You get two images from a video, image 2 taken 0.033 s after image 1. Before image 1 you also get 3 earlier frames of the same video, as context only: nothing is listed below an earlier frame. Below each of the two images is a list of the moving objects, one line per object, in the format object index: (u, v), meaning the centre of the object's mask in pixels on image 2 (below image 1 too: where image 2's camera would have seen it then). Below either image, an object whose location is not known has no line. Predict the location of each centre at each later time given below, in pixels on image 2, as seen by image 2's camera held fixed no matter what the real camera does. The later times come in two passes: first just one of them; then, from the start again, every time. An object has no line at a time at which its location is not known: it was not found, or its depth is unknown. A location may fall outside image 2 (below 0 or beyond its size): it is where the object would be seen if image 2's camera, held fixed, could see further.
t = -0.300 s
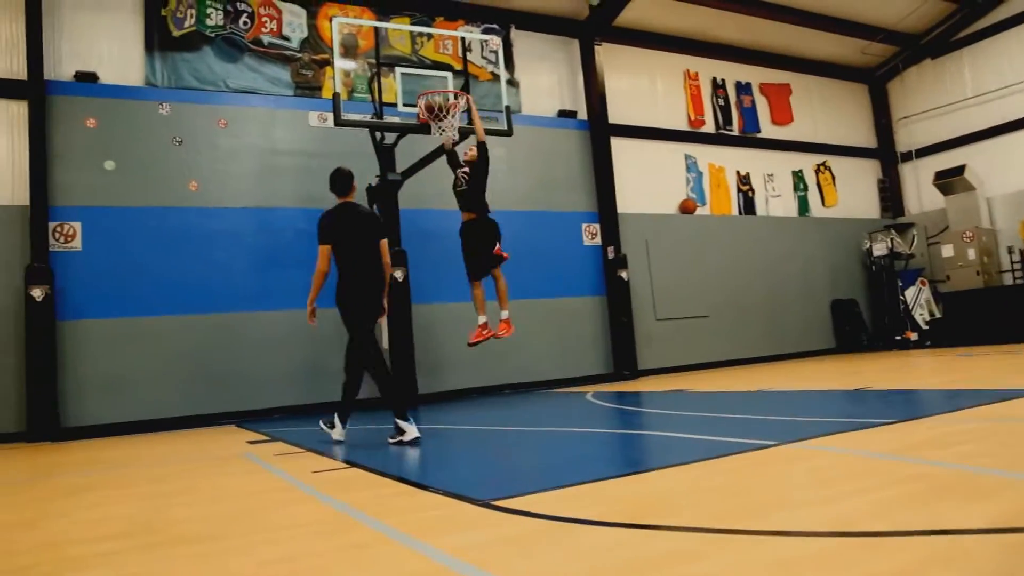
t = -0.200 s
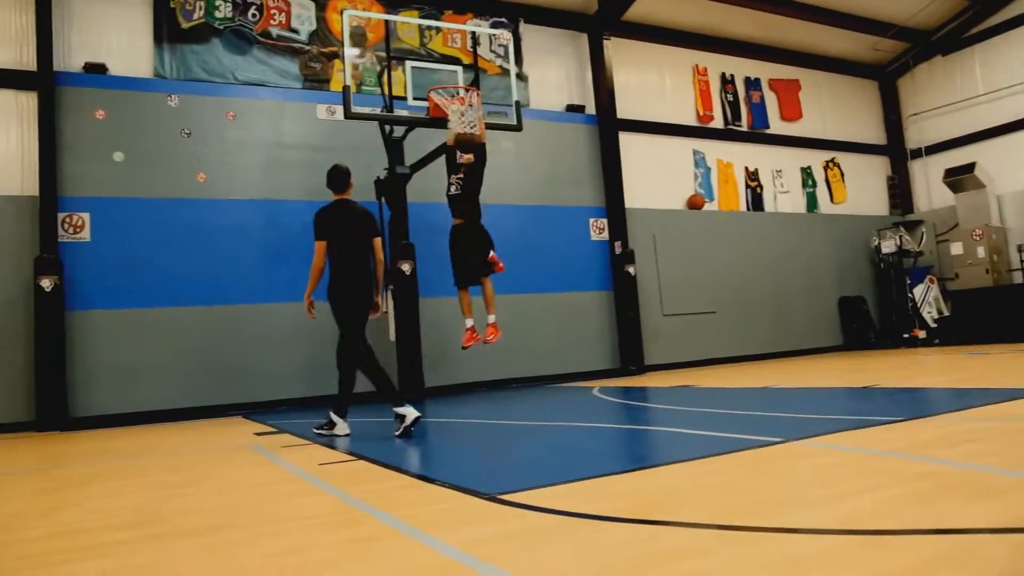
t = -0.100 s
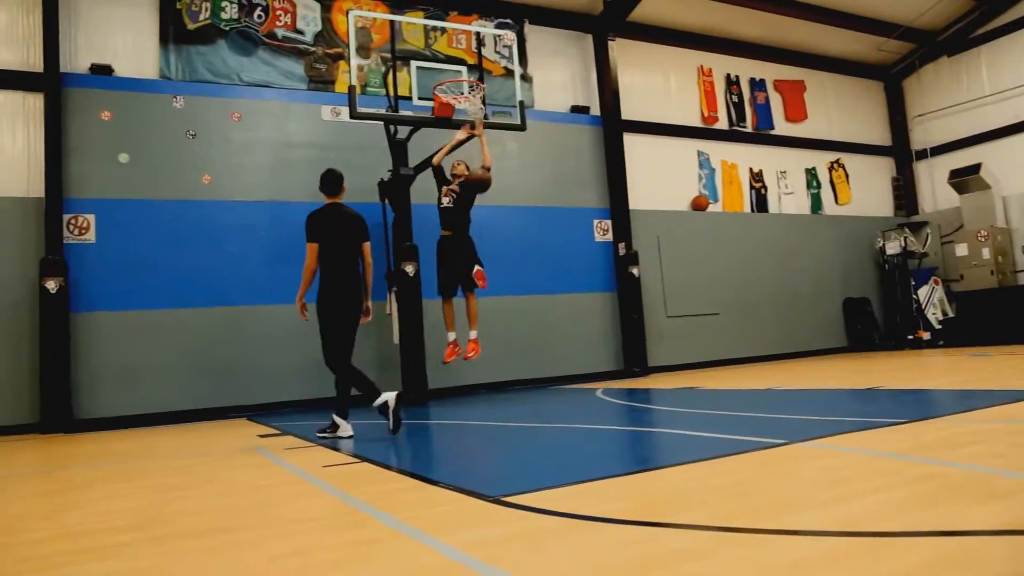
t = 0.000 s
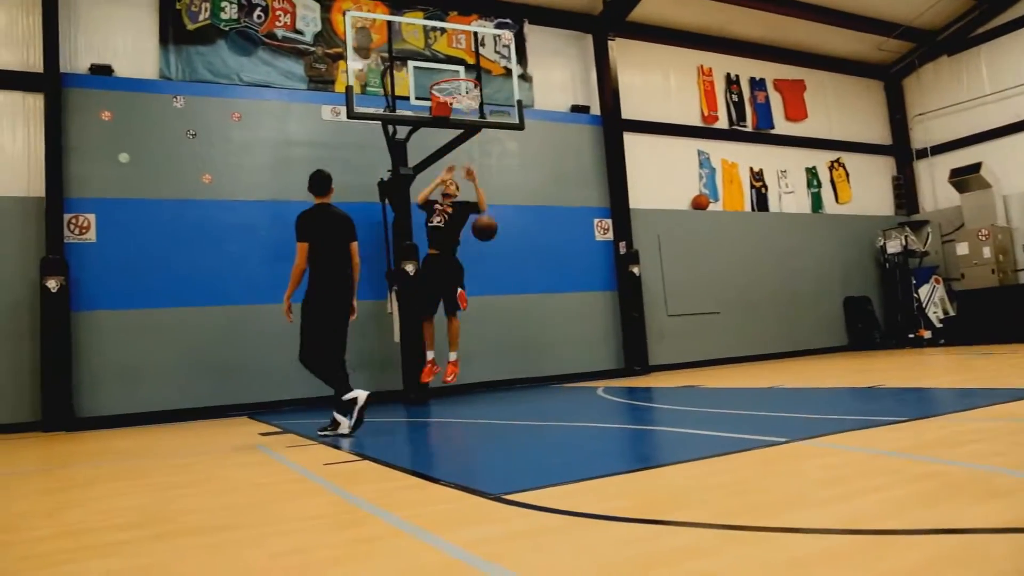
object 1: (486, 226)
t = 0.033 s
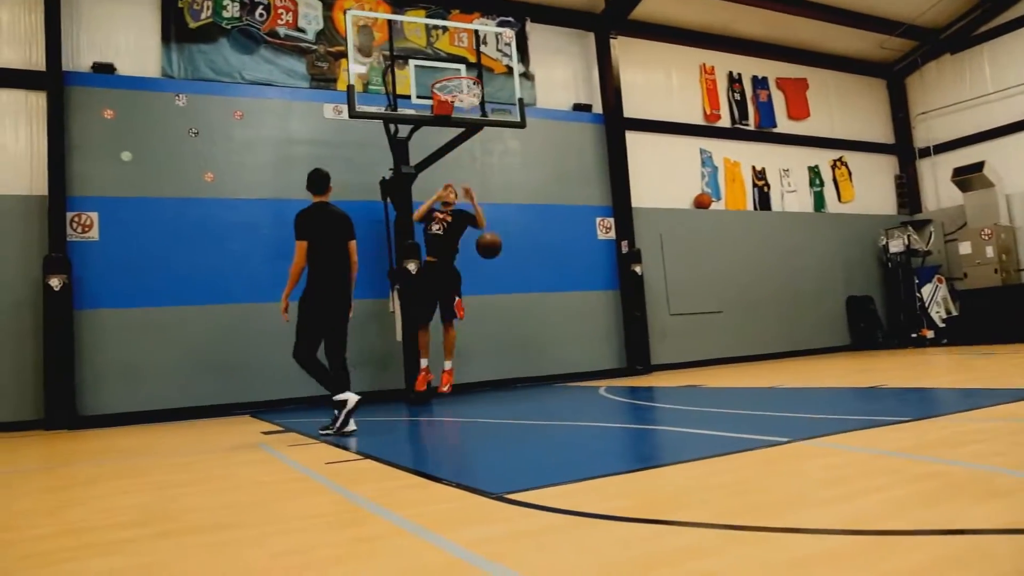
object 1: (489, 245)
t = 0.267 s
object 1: (504, 375)
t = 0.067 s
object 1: (491, 265)
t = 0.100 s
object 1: (493, 286)
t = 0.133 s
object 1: (495, 310)
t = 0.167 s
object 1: (497, 335)
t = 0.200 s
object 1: (499, 360)
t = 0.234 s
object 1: (503, 388)
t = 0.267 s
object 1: (504, 375)
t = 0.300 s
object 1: (504, 356)
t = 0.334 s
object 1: (504, 338)
